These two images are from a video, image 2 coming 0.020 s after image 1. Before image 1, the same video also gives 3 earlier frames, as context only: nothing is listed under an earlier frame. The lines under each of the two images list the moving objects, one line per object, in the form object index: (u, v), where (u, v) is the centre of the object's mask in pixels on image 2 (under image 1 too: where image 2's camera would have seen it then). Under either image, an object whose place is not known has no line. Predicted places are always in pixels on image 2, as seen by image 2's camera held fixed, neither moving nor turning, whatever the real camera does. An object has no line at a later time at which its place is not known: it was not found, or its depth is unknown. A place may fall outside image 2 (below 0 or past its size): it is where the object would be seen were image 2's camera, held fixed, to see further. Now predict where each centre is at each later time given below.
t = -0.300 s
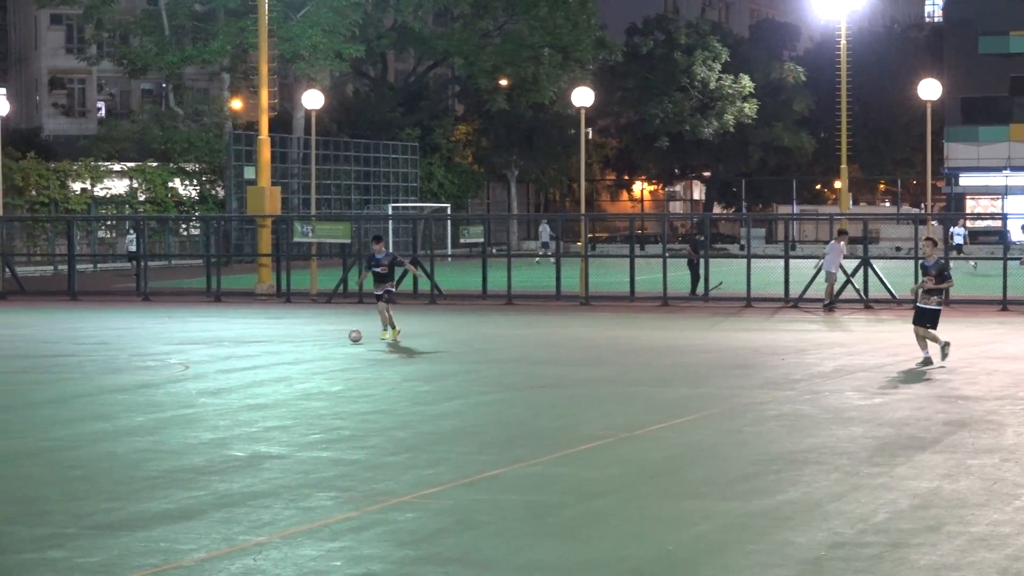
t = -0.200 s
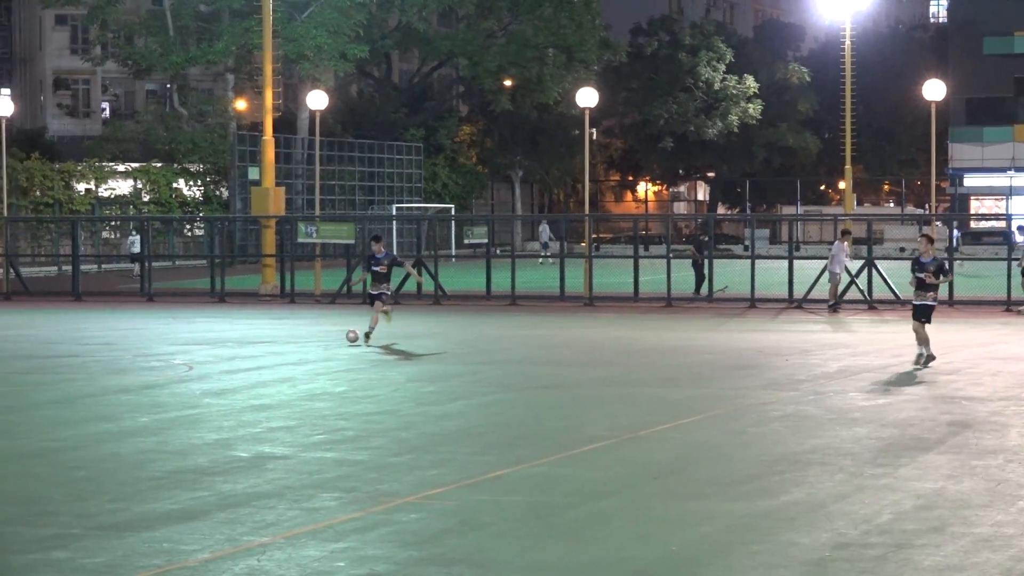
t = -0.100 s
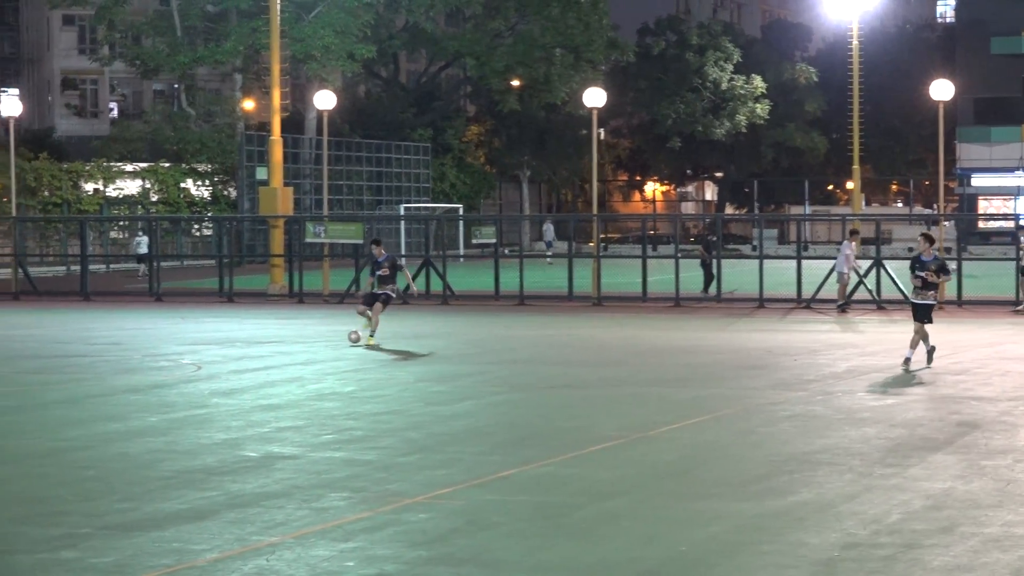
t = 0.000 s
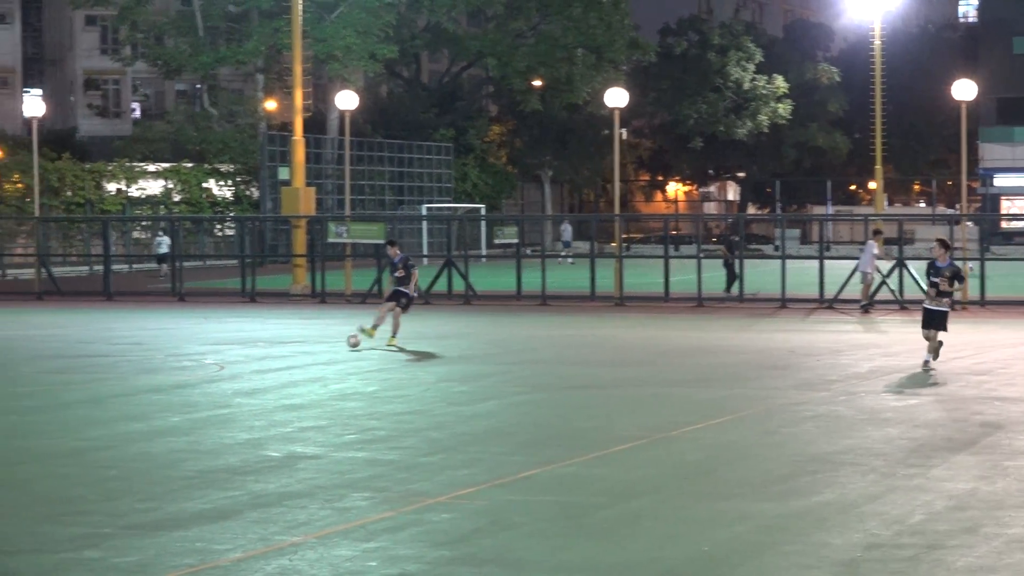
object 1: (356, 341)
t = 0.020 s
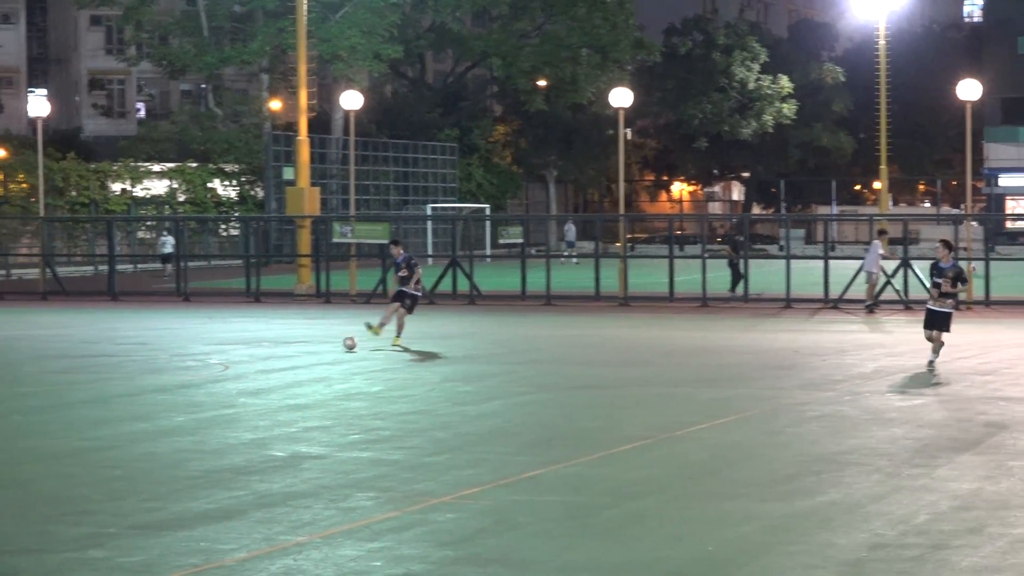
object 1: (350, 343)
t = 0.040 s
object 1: (343, 345)
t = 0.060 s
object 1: (336, 345)
